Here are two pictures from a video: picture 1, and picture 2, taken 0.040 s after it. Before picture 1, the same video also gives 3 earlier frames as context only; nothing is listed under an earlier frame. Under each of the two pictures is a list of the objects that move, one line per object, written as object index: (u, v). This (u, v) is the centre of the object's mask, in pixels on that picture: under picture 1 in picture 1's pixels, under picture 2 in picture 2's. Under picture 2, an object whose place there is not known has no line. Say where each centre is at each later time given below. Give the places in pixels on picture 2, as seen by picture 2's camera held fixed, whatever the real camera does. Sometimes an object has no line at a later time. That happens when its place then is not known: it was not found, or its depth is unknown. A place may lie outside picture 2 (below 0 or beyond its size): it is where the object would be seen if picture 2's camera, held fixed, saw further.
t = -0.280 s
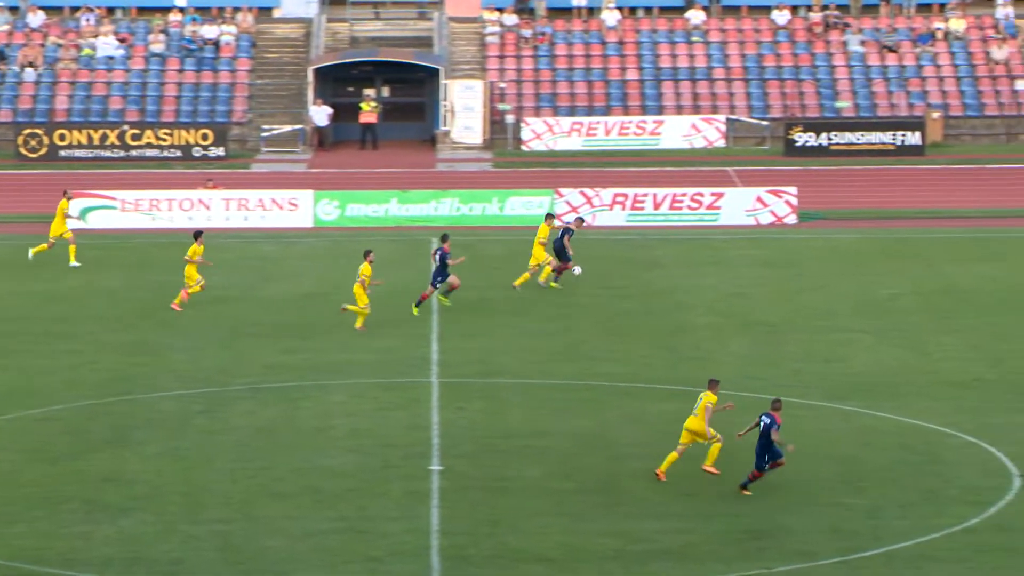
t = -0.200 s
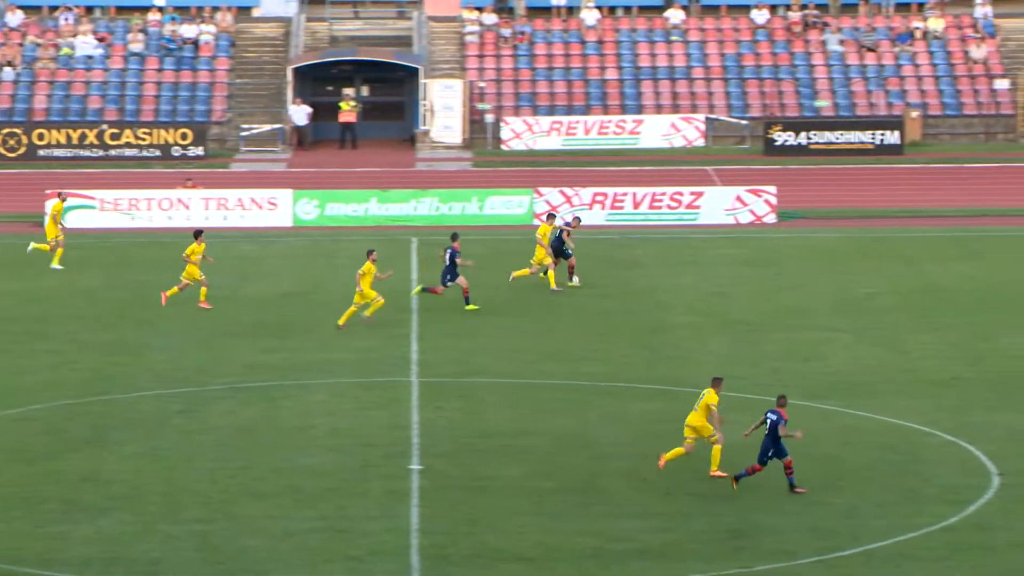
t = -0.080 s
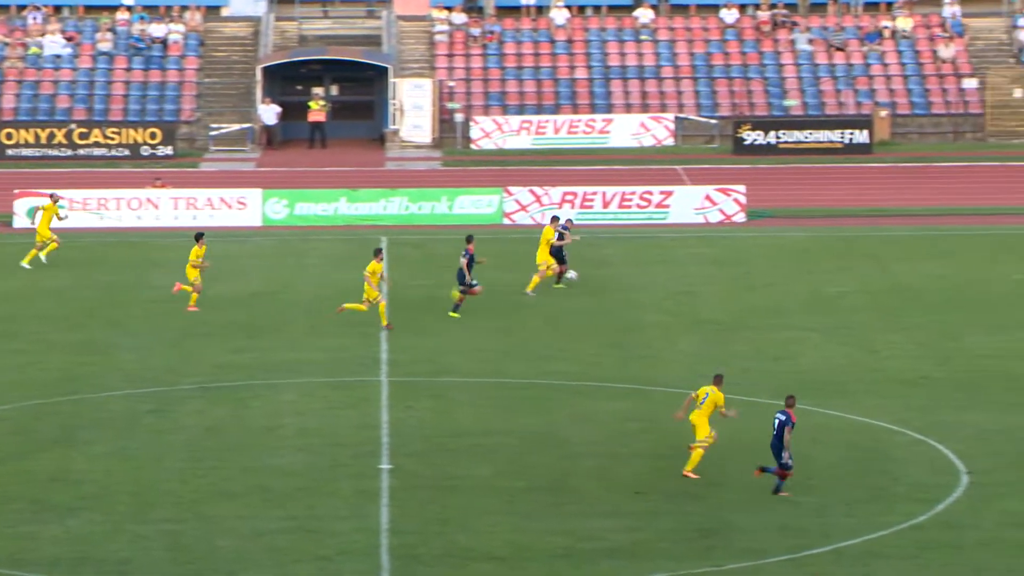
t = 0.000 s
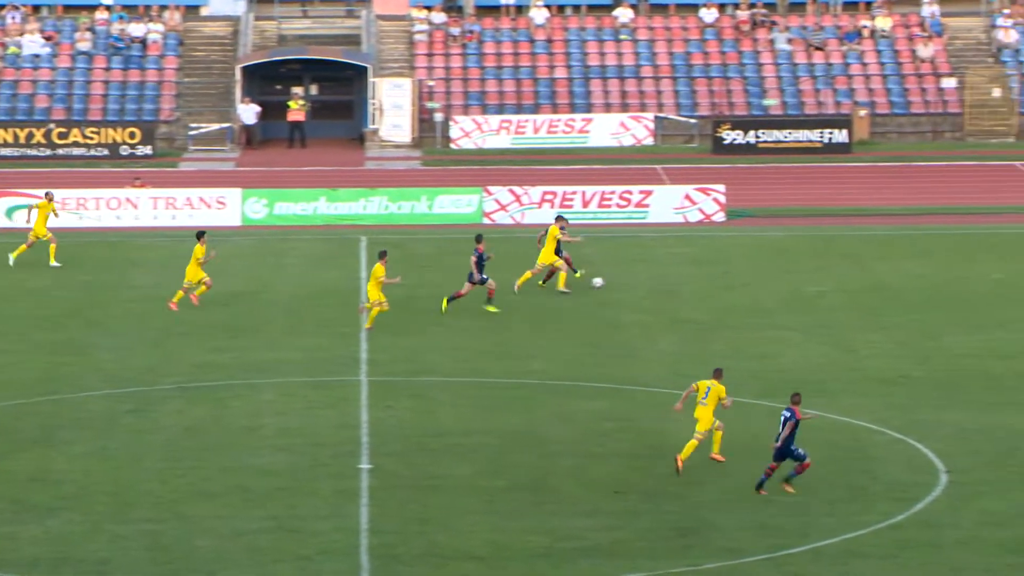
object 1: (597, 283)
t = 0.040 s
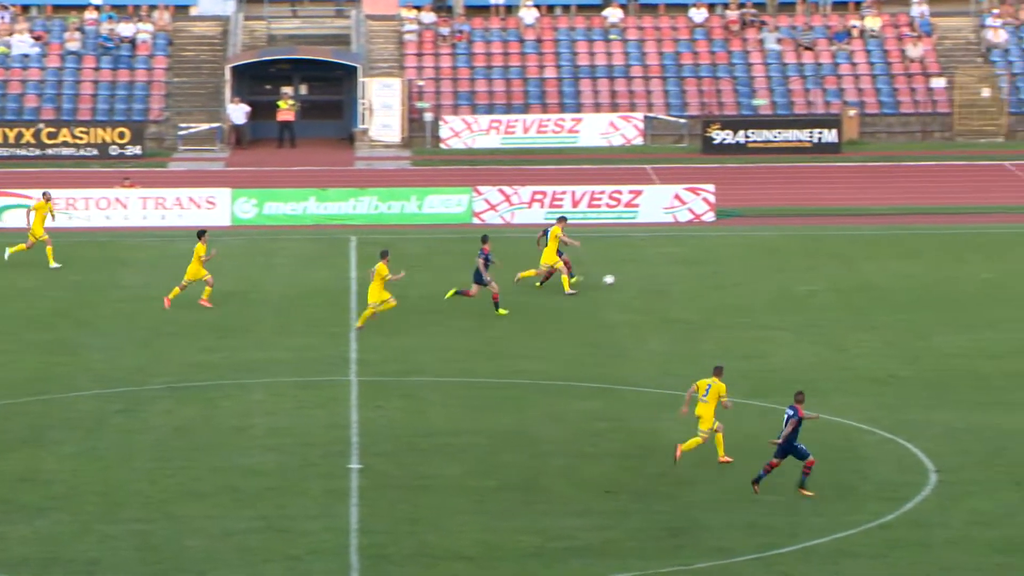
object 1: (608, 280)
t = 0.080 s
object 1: (629, 278)
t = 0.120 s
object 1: (649, 278)
